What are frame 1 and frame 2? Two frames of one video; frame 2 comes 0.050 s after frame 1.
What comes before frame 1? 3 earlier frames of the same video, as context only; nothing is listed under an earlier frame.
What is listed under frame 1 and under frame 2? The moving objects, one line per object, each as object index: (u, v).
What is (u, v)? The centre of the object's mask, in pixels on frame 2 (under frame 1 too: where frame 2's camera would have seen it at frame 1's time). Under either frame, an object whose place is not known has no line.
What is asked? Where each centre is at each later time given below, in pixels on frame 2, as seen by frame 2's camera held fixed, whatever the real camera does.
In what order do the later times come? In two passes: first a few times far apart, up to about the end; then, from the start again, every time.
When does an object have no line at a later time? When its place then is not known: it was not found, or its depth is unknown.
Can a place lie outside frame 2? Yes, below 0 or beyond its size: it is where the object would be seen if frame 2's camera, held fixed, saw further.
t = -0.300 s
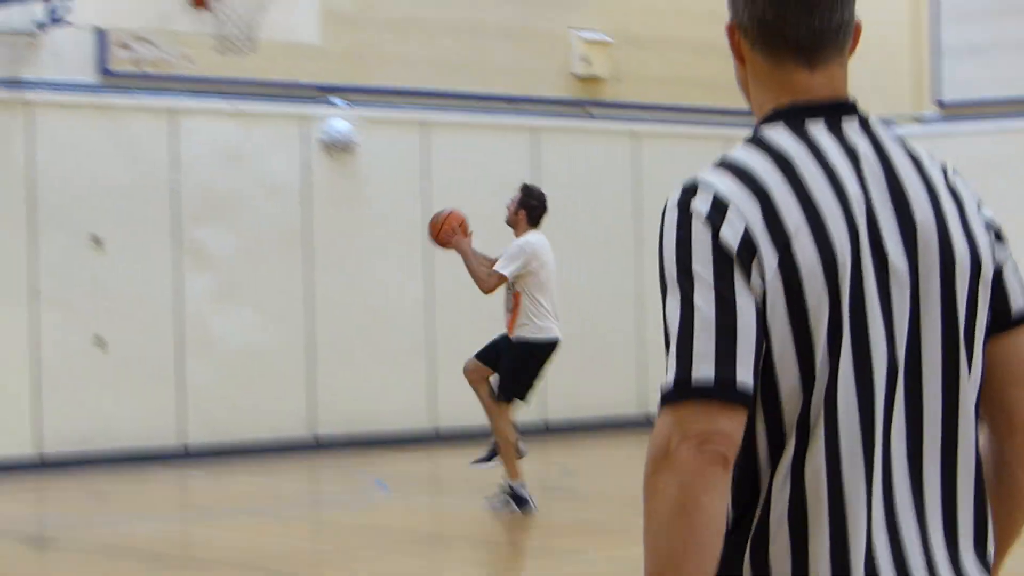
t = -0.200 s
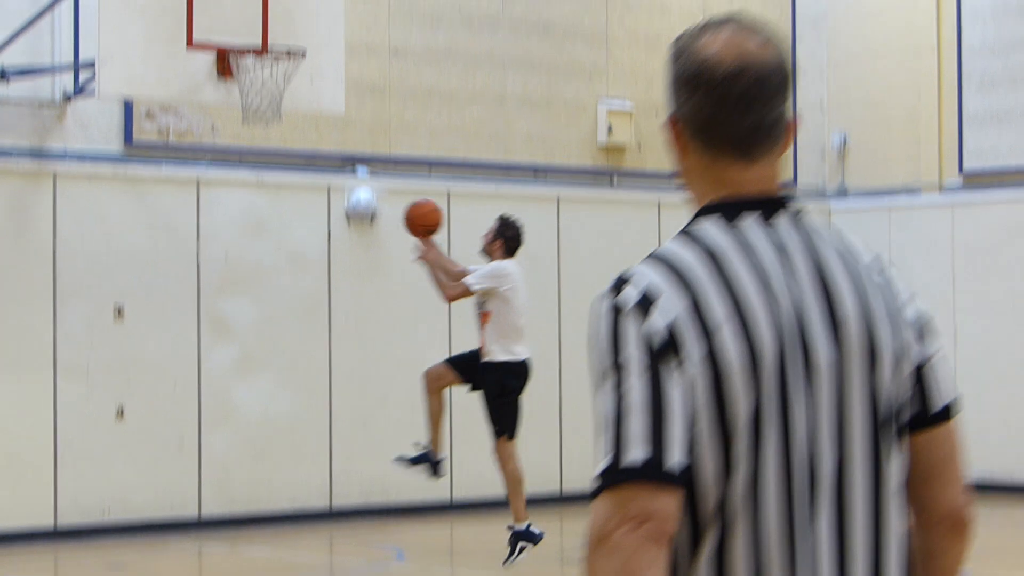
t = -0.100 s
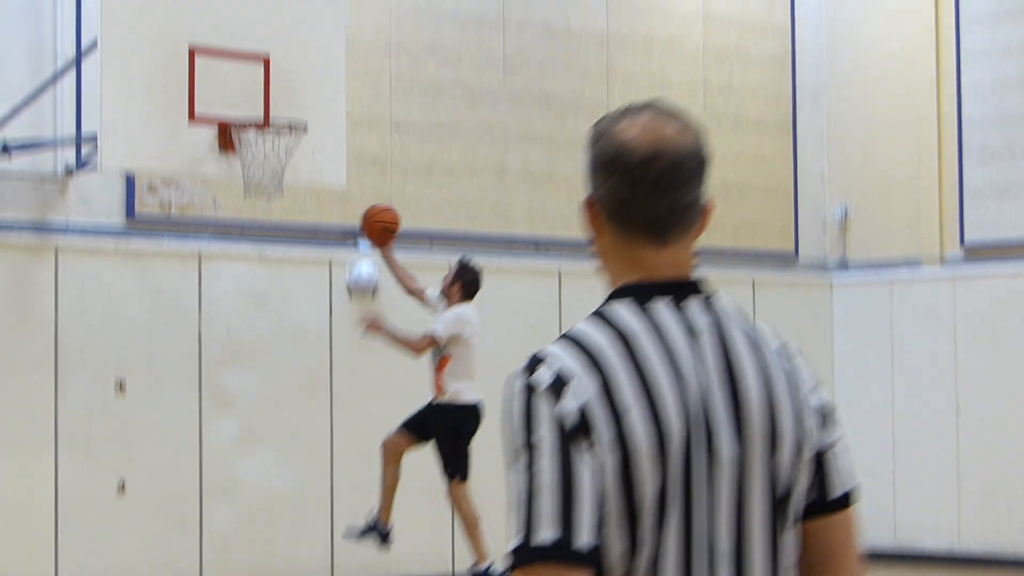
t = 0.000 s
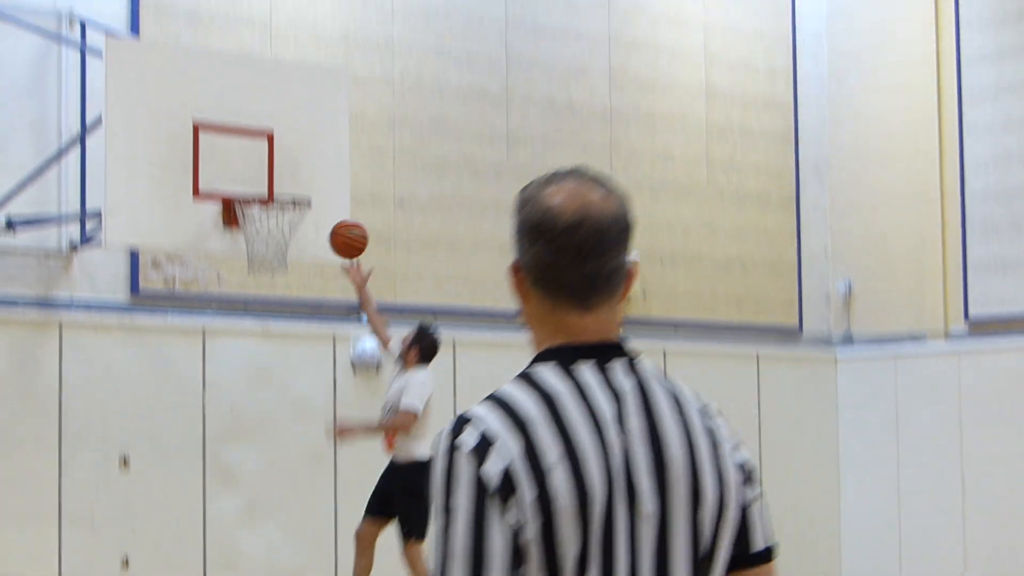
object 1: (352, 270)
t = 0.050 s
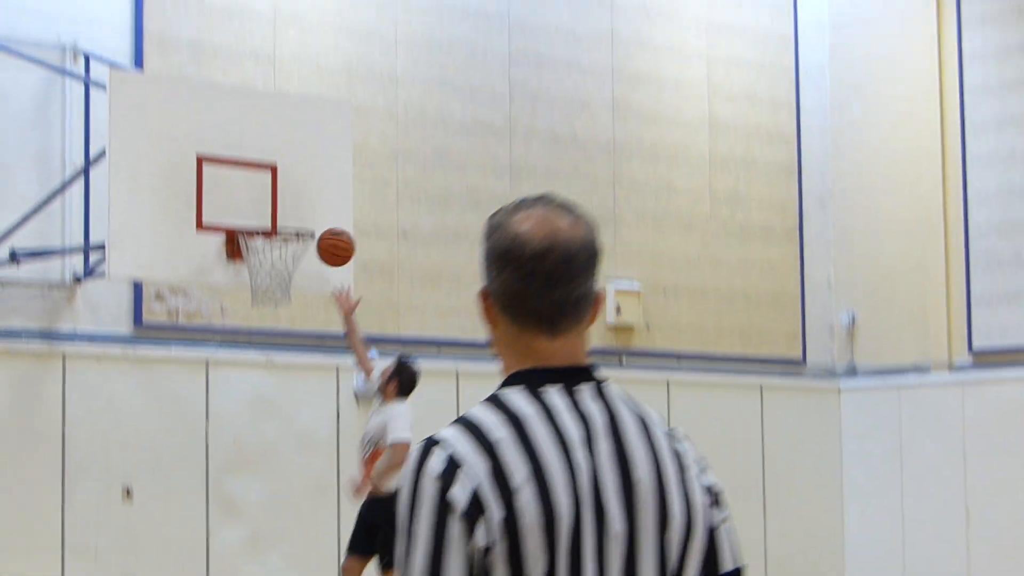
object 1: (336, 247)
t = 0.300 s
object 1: (277, 189)
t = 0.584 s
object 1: (280, 218)
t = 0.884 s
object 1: (273, 266)
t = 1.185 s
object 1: (274, 328)
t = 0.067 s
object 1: (330, 240)
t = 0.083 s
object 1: (325, 233)
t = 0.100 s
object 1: (319, 228)
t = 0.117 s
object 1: (313, 222)
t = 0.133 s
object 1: (308, 218)
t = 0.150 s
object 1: (303, 213)
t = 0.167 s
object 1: (297, 209)
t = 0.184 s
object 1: (292, 206)
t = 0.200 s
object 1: (287, 203)
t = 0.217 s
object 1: (281, 200)
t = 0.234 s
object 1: (277, 198)
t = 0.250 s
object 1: (277, 195)
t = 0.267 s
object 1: (277, 192)
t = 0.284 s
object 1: (277, 190)
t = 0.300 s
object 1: (277, 189)
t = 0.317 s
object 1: (277, 187)
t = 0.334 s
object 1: (277, 187)
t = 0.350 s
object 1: (278, 186)
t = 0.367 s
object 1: (278, 187)
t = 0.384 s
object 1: (278, 187)
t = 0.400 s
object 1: (279, 188)
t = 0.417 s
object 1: (279, 190)
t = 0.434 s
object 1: (279, 192)
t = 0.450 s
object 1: (279, 195)
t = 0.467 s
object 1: (280, 198)
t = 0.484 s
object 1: (280, 201)
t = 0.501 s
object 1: (280, 205)
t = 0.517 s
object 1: (281, 209)
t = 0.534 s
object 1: (281, 214)
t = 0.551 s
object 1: (281, 218)
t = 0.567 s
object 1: (280, 218)
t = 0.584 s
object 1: (280, 218)
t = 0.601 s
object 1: (279, 218)
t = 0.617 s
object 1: (278, 219)
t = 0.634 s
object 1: (277, 218)
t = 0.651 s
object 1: (276, 221)
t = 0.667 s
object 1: (275, 222)
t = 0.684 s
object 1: (275, 225)
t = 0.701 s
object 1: (275, 227)
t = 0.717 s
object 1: (273, 231)
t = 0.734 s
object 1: (273, 234)
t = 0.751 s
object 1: (273, 238)
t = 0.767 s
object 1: (273, 240)
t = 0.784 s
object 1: (273, 242)
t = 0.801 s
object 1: (273, 245)
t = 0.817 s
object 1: (272, 248)
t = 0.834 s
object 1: (272, 252)
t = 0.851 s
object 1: (273, 255)
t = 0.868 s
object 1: (273, 261)
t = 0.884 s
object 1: (273, 266)
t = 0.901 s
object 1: (272, 270)
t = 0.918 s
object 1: (273, 273)
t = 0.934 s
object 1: (273, 276)
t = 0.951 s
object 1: (273, 277)
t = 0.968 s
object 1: (273, 279)
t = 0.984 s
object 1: (273, 280)
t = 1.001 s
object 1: (273, 282)
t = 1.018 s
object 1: (273, 284)
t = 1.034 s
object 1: (273, 286)
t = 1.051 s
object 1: (273, 289)
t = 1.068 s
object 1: (273, 293)
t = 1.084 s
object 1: (273, 297)
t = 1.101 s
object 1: (273, 301)
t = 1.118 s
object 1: (273, 305)
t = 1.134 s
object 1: (274, 312)
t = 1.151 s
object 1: (274, 316)
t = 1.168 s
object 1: (273, 322)
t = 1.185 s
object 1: (274, 328)
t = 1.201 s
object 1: (274, 335)
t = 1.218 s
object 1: (275, 342)
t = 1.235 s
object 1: (275, 350)
